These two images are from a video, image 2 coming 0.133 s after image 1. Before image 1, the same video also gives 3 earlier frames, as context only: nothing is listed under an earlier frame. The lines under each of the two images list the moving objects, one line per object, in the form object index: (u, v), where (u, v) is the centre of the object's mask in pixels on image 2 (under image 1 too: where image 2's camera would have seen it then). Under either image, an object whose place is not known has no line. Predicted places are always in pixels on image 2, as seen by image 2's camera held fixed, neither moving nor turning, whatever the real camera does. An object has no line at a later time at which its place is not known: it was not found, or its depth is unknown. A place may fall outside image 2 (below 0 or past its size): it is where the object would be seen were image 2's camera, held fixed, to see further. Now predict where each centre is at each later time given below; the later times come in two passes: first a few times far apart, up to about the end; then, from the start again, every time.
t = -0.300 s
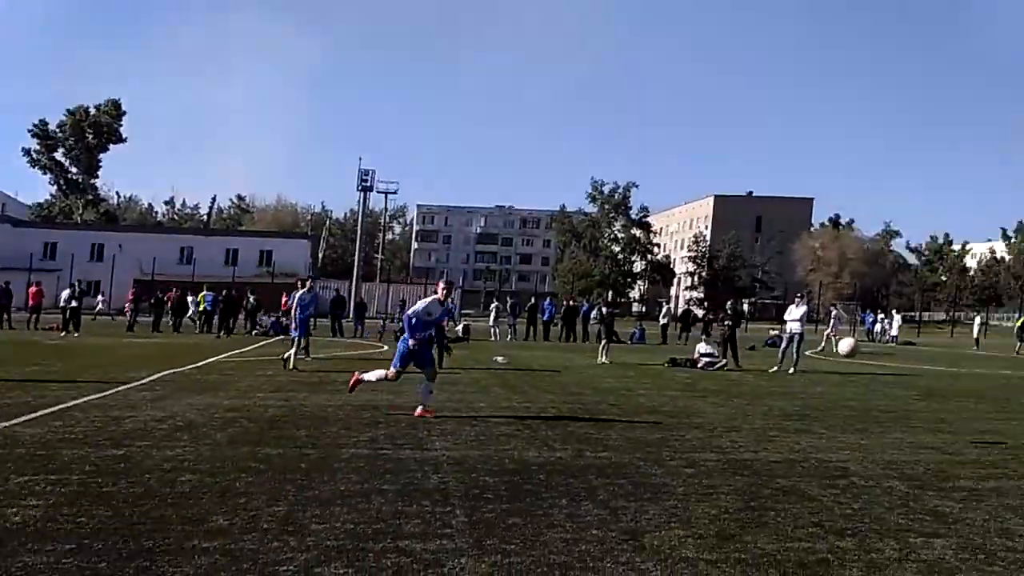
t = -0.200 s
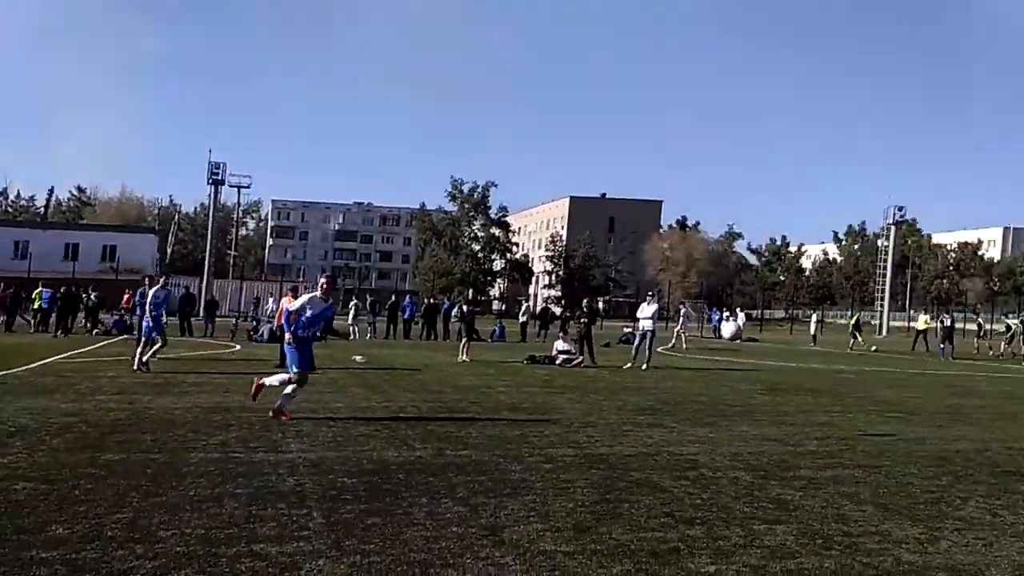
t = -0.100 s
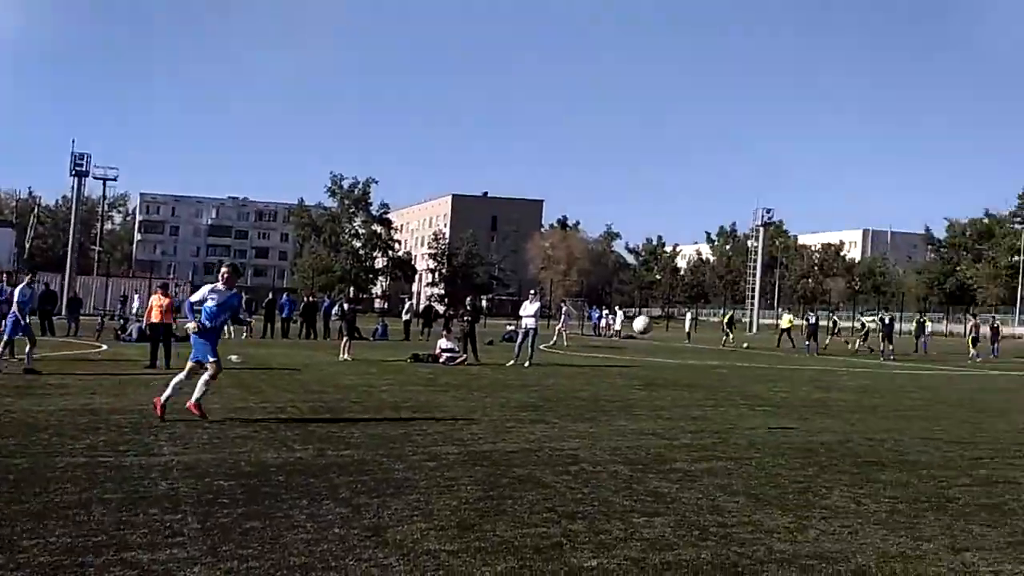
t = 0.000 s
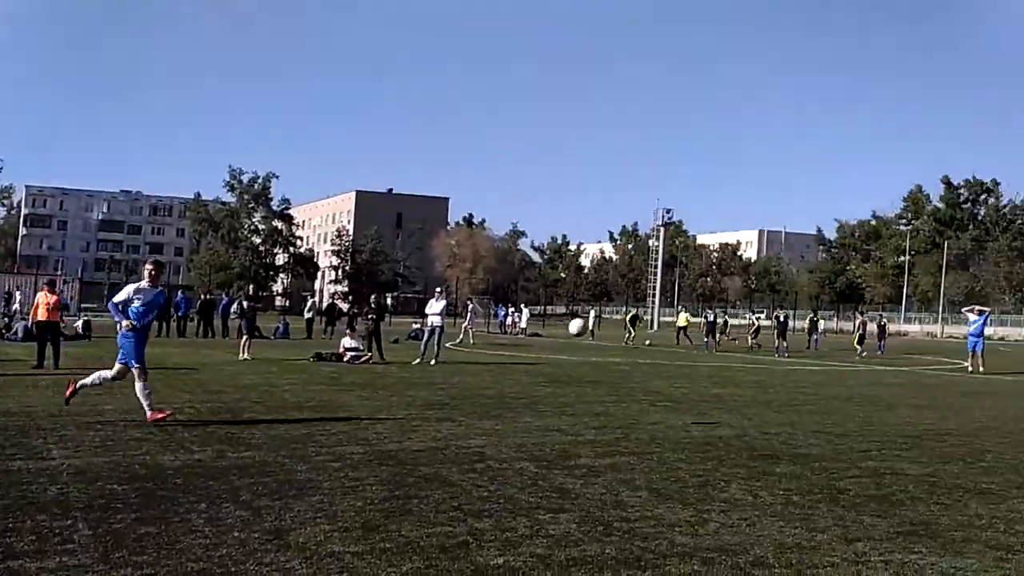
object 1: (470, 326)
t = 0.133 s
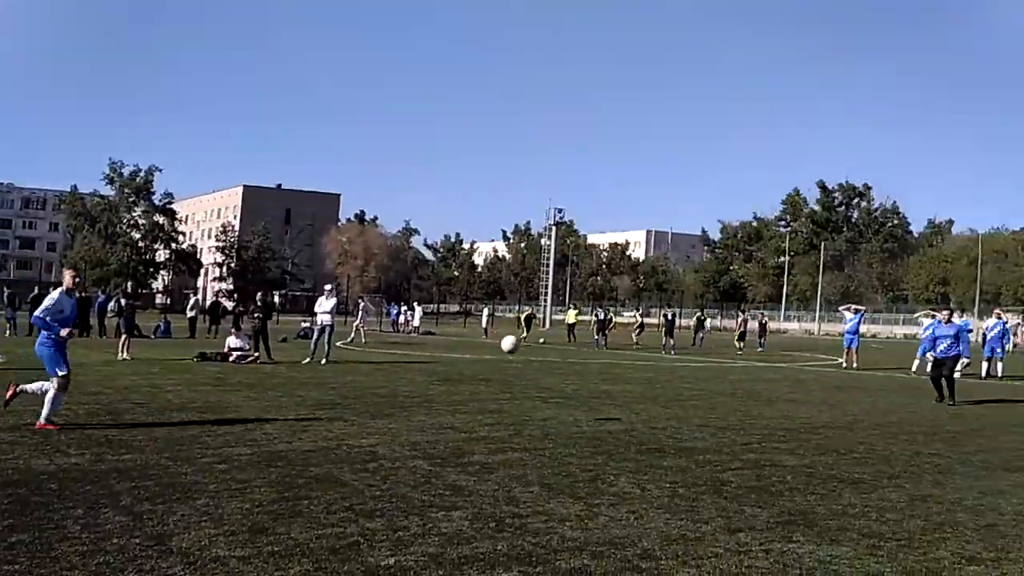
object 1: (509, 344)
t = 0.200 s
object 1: (528, 359)
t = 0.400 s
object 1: (583, 412)
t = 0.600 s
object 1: (648, 381)
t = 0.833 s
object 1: (716, 388)
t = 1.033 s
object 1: (769, 408)
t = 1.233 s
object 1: (820, 395)
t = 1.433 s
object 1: (867, 411)
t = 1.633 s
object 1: (913, 405)
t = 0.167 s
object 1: (519, 351)
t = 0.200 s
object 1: (528, 359)
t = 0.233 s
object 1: (537, 367)
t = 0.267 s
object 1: (546, 377)
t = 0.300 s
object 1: (556, 387)
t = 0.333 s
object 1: (565, 398)
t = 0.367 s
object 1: (573, 411)
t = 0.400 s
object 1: (583, 412)
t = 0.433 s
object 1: (594, 404)
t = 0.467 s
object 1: (606, 398)
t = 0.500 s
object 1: (617, 393)
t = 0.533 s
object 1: (627, 389)
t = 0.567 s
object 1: (638, 385)
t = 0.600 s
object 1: (648, 381)
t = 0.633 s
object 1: (658, 380)
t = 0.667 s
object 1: (668, 380)
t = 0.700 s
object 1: (678, 380)
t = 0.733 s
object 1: (687, 380)
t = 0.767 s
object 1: (697, 381)
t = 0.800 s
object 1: (707, 384)
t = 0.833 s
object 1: (716, 388)
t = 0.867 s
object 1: (725, 392)
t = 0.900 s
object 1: (734, 396)
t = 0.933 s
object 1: (743, 402)
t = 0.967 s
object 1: (752, 409)
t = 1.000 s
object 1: (760, 412)
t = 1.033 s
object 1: (769, 408)
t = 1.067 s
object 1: (779, 404)
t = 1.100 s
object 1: (786, 399)
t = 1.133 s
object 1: (795, 397)
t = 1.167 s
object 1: (804, 396)
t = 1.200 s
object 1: (811, 395)
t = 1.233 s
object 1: (820, 395)
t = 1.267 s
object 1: (828, 395)
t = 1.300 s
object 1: (836, 397)
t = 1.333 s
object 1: (844, 399)
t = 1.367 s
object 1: (851, 403)
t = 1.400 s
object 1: (859, 407)
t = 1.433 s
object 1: (867, 411)
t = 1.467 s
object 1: (875, 413)
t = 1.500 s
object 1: (883, 410)
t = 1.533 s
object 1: (890, 408)
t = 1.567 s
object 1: (897, 406)
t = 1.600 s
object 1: (905, 405)
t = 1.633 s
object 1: (913, 405)
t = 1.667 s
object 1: (920, 406)
